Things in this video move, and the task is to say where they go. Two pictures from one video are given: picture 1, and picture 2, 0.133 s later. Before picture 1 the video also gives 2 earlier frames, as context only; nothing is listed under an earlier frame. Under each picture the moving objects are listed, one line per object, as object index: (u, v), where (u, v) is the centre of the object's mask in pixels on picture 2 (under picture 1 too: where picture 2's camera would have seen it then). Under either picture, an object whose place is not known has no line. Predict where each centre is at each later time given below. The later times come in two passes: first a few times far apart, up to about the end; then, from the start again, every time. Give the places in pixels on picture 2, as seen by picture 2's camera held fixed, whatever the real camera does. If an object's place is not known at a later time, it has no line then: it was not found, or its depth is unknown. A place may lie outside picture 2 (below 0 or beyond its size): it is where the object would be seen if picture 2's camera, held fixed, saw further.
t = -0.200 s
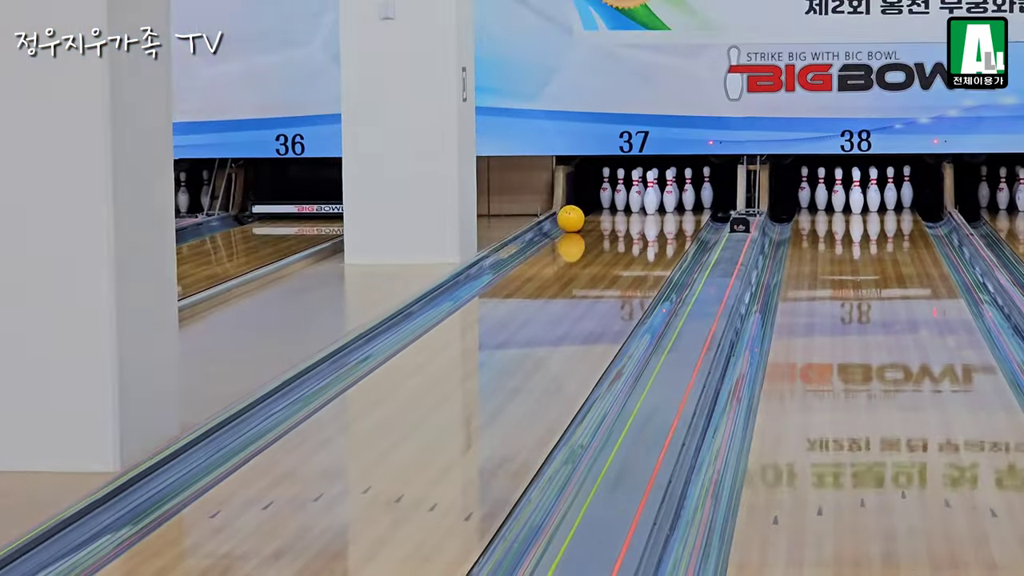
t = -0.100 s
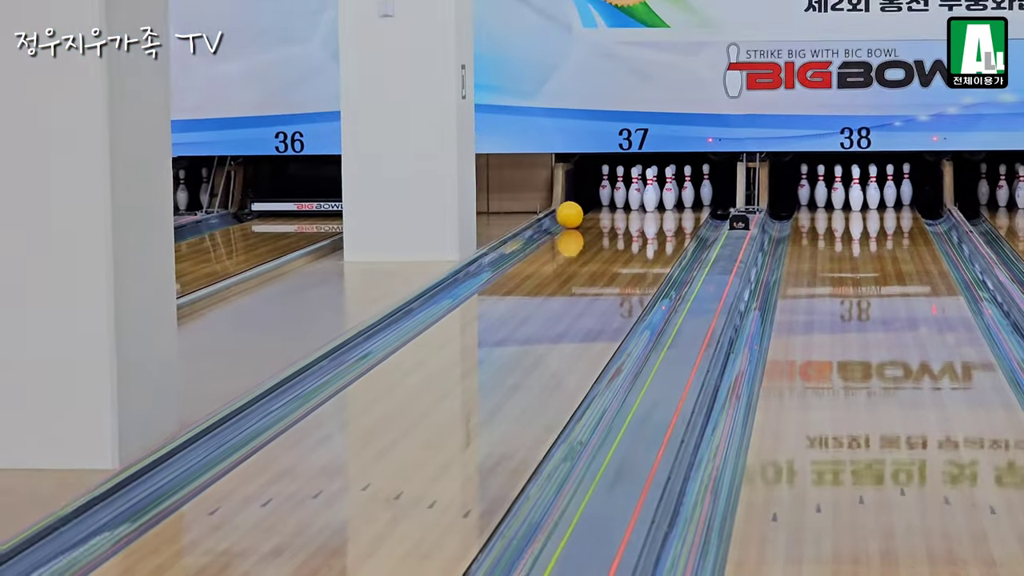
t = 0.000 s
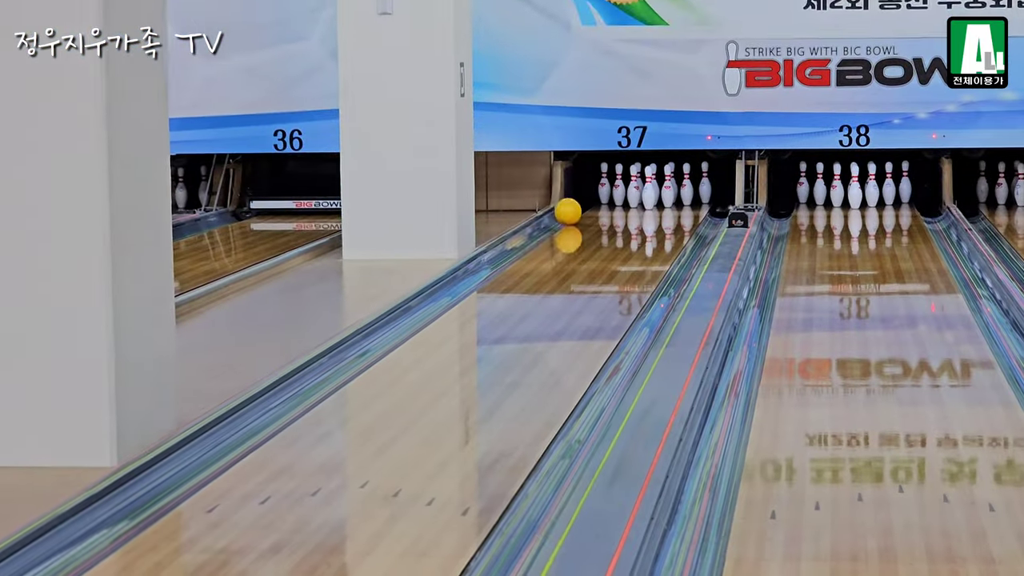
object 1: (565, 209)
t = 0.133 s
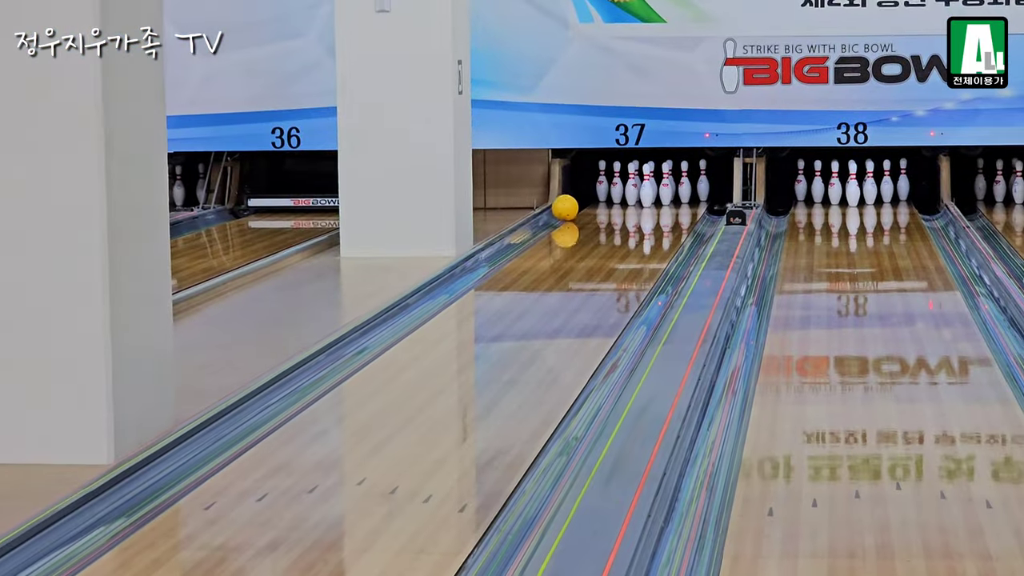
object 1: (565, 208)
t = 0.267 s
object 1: (560, 210)
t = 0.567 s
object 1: (563, 208)
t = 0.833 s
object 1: (567, 206)
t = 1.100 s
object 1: (569, 205)
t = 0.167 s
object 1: (564, 207)
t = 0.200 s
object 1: (563, 208)
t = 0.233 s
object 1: (562, 208)
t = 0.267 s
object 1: (560, 210)
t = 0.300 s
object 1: (559, 212)
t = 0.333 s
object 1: (557, 211)
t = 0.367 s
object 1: (557, 209)
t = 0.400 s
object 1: (558, 208)
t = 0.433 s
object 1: (558, 208)
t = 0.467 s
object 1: (560, 209)
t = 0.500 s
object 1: (562, 210)
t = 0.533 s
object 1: (563, 209)
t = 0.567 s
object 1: (563, 208)
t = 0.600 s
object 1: (563, 208)
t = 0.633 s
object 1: (564, 208)
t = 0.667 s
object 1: (565, 208)
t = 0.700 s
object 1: (565, 207)
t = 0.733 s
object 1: (566, 207)
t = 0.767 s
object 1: (566, 207)
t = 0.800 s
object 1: (566, 207)
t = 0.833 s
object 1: (567, 206)
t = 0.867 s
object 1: (566, 206)
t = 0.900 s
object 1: (566, 206)
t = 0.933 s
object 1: (566, 206)
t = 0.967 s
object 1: (567, 206)
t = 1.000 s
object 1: (568, 205)
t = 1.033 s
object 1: (568, 205)
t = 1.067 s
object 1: (569, 206)
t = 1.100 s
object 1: (569, 205)
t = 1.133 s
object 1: (570, 205)
